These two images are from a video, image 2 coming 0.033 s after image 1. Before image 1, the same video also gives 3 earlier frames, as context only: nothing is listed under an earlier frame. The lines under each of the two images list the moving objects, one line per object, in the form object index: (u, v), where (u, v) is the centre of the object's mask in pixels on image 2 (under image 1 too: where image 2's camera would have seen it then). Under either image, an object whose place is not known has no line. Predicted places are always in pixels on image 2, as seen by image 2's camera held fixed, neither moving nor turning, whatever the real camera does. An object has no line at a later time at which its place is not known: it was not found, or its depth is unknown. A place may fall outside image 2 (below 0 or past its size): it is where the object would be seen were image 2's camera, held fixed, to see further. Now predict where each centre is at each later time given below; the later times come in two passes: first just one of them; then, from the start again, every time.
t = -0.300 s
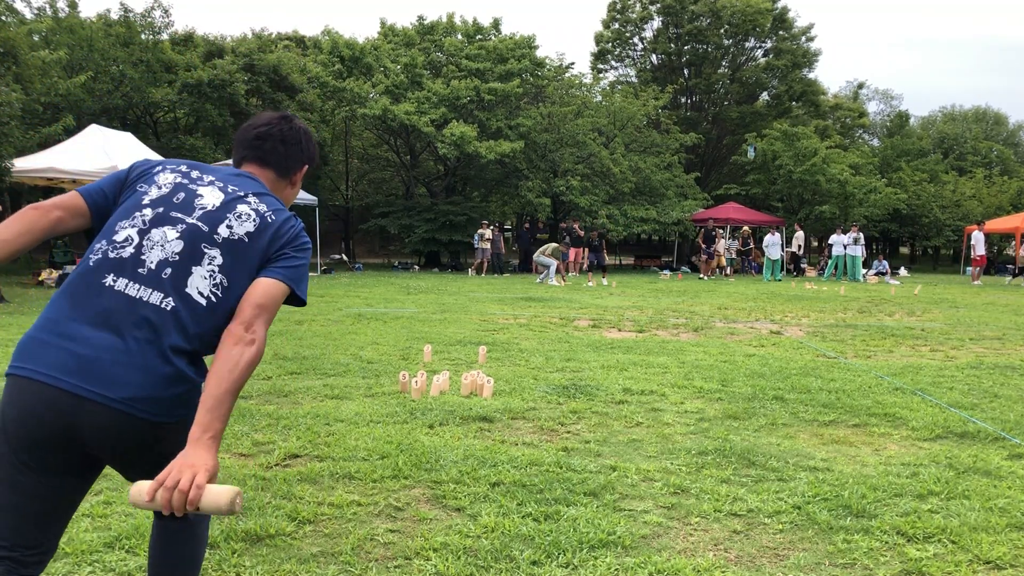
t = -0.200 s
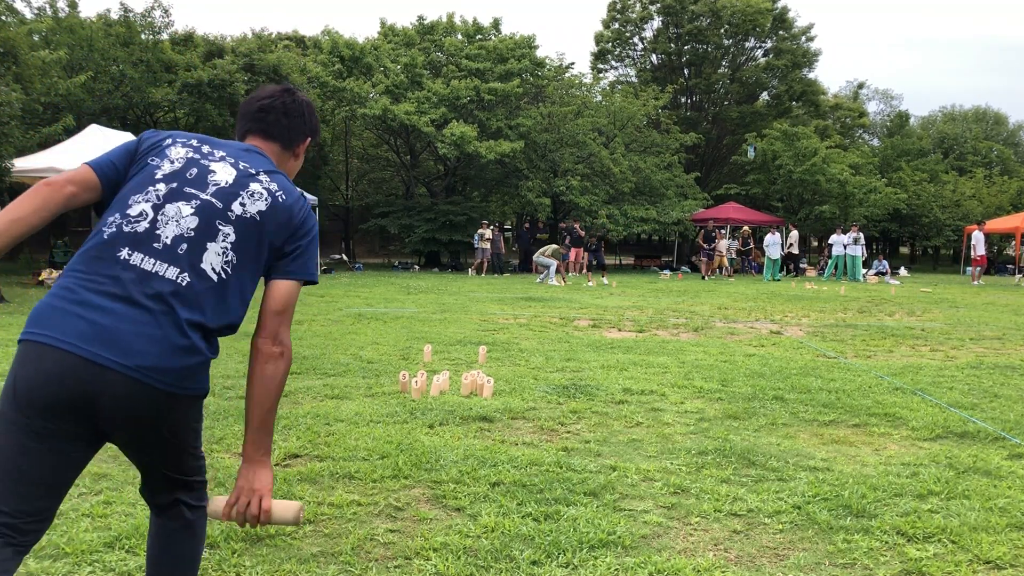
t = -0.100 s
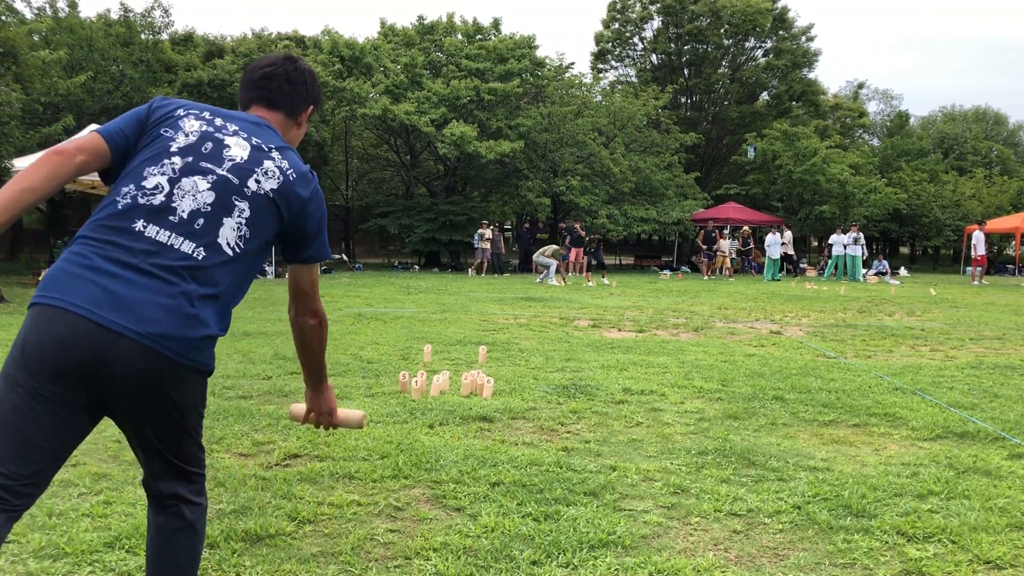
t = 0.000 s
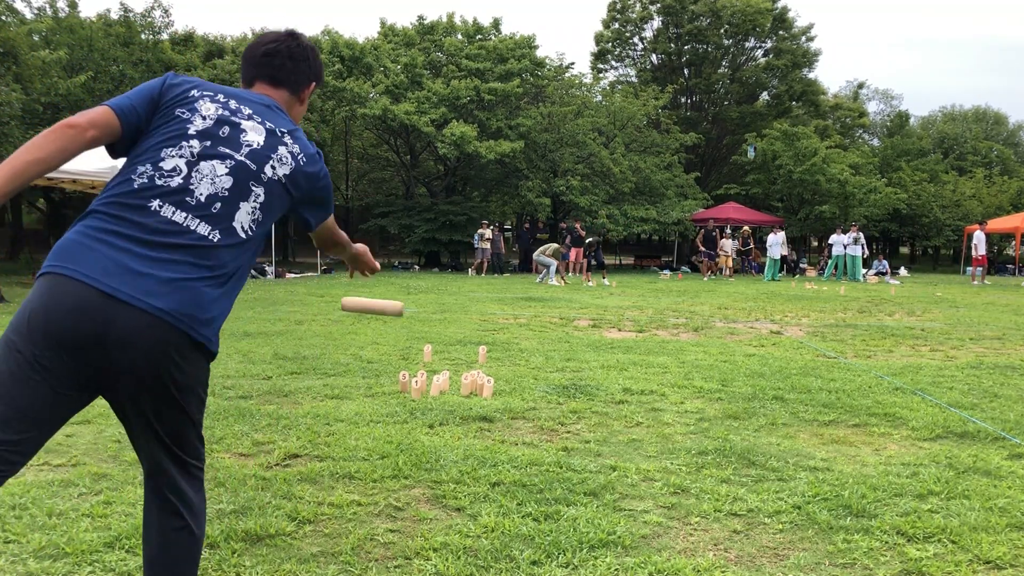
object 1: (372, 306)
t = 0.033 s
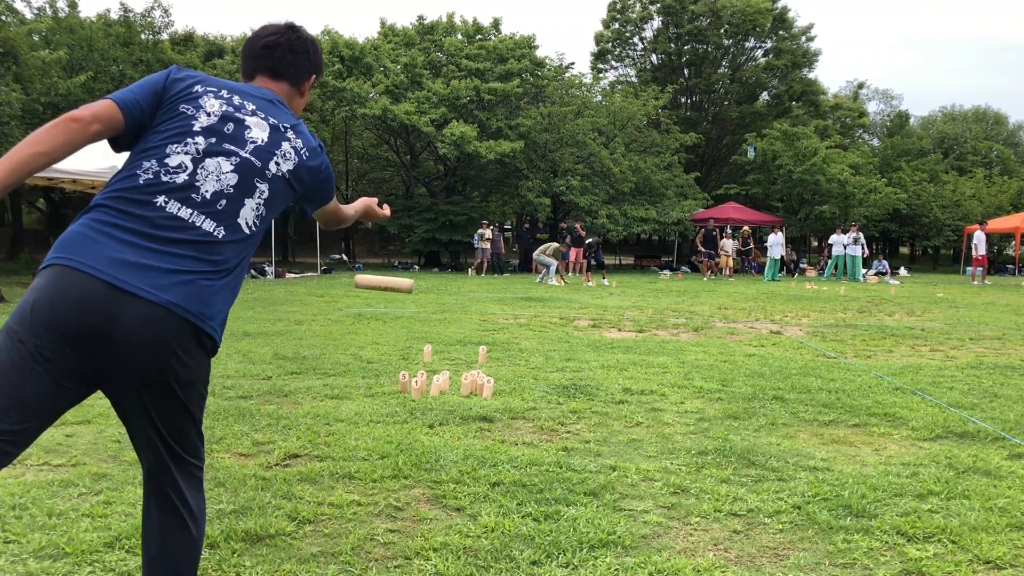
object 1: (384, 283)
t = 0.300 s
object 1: (443, 237)
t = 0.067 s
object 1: (394, 265)
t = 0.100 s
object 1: (403, 253)
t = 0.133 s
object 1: (412, 244)
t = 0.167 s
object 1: (419, 237)
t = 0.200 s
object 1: (426, 233)
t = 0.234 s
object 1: (432, 233)
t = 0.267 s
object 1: (438, 234)
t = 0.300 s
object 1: (443, 237)
